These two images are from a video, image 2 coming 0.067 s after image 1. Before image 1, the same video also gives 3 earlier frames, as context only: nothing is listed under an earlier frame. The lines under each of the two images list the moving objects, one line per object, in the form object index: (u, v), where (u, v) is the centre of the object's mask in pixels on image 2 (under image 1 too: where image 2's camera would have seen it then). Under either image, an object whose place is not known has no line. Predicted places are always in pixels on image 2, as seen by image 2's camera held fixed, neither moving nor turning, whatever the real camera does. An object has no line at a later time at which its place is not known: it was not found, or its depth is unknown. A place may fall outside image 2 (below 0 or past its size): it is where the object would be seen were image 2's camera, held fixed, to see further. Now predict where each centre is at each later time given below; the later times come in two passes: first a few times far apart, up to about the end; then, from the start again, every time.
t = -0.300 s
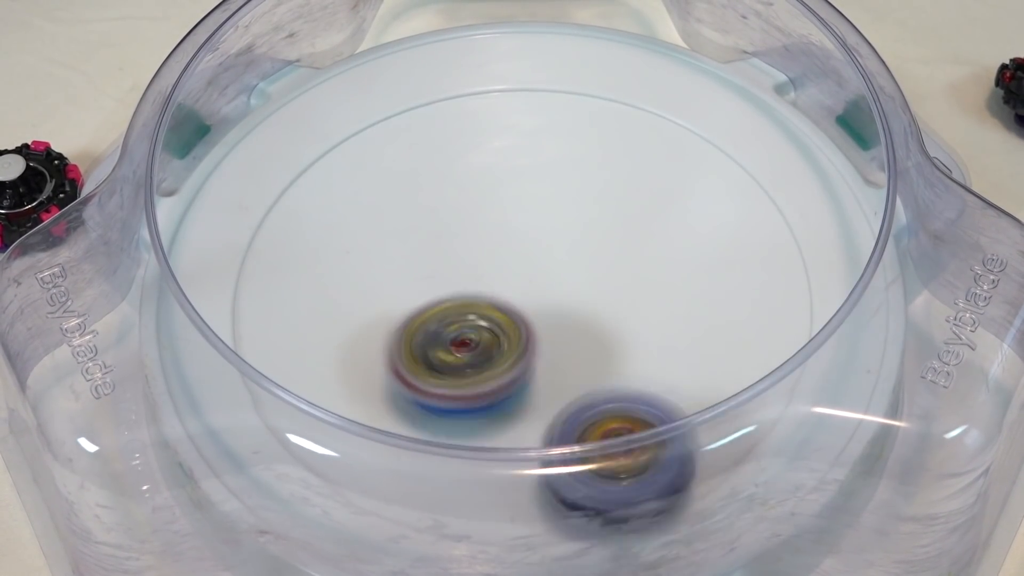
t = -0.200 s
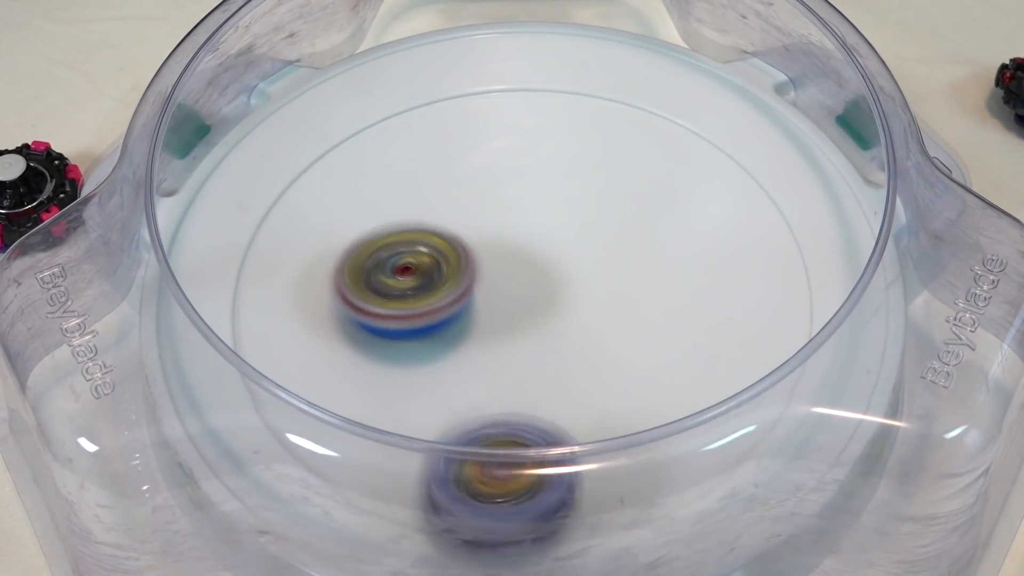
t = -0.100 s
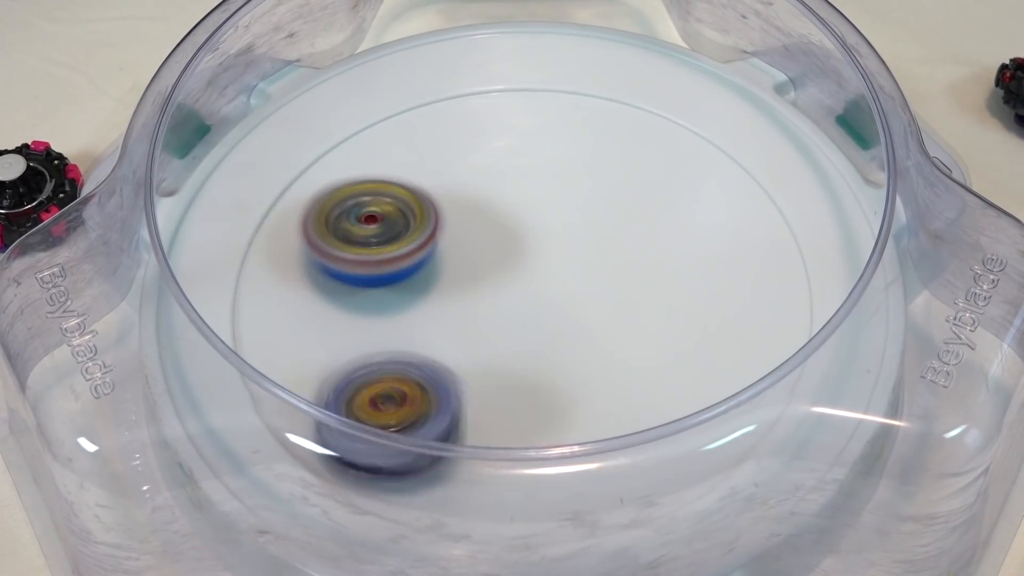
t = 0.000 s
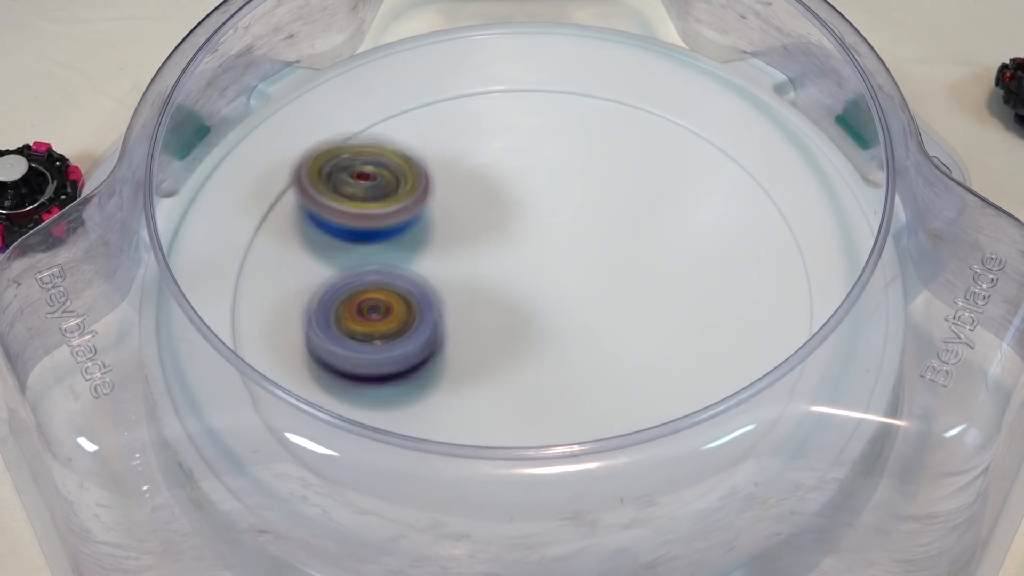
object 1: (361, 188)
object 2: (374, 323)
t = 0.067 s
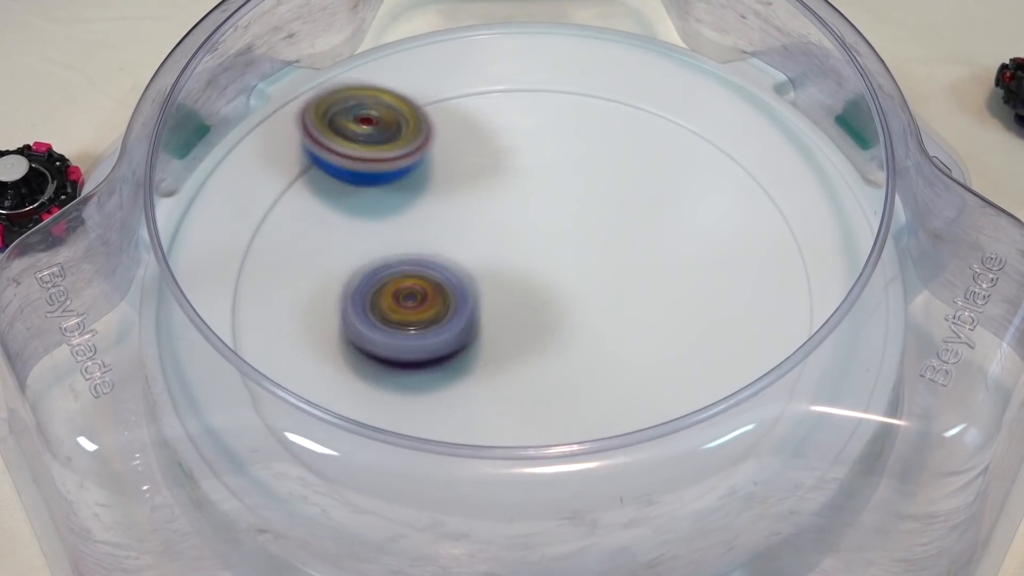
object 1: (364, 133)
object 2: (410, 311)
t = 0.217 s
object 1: (401, 94)
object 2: (570, 264)
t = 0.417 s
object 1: (465, 211)
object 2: (699, 353)
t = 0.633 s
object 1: (496, 342)
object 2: (521, 473)
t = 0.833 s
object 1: (466, 135)
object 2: (385, 399)
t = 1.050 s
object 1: (378, 118)
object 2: (522, 253)
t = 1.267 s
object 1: (413, 282)
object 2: (717, 292)
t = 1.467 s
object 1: (654, 293)
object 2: (697, 412)
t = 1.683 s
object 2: (455, 362)
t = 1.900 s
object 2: (458, 198)
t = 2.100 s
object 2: (345, 230)
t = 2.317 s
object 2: (381, 148)
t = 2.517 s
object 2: (537, 201)
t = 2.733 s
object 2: (496, 373)
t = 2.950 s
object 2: (308, 366)
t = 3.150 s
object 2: (339, 249)
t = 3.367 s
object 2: (535, 267)
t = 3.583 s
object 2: (705, 238)
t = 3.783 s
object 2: (772, 293)
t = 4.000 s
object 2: (637, 341)
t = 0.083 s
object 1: (367, 123)
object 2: (422, 305)
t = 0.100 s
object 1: (369, 112)
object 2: (437, 298)
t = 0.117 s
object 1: (371, 105)
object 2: (454, 291)
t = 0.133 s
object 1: (375, 99)
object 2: (473, 283)
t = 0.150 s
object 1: (379, 95)
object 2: (491, 276)
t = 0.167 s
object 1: (383, 91)
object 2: (510, 271)
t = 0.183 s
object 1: (389, 91)
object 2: (530, 267)
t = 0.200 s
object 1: (395, 91)
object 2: (550, 264)
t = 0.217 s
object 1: (401, 94)
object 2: (570, 264)
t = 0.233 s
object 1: (407, 98)
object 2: (589, 266)
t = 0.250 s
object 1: (413, 103)
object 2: (608, 269)
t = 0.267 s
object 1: (419, 110)
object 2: (625, 273)
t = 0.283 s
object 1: (425, 117)
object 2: (640, 278)
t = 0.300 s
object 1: (431, 127)
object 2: (653, 285)
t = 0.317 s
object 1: (436, 135)
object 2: (665, 292)
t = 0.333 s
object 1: (441, 146)
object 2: (675, 300)
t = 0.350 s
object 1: (447, 160)
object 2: (683, 310)
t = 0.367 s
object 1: (451, 170)
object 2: (690, 321)
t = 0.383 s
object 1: (457, 186)
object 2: (696, 332)
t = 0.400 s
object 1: (462, 199)
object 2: (699, 344)
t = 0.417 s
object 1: (465, 211)
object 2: (699, 353)
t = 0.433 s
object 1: (470, 230)
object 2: (696, 364)
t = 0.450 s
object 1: (472, 245)
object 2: (698, 384)
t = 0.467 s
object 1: (475, 260)
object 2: (693, 399)
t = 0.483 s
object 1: (477, 270)
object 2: (684, 411)
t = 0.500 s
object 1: (480, 283)
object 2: (672, 421)
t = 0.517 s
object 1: (483, 299)
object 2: (658, 439)
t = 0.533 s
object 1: (485, 306)
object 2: (642, 445)
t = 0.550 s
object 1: (486, 315)
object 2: (623, 455)
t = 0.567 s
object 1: (487, 329)
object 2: (602, 462)
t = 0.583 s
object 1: (490, 335)
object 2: (579, 464)
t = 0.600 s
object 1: (492, 343)
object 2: (558, 463)
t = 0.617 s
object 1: (495, 344)
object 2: (536, 459)
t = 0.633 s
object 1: (496, 342)
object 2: (521, 473)
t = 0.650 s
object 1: (495, 321)
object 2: (508, 492)
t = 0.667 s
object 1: (494, 301)
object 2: (496, 506)
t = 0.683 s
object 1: (494, 284)
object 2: (480, 501)
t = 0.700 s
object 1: (492, 266)
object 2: (471, 485)
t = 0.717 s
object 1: (490, 249)
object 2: (460, 481)
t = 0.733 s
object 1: (488, 230)
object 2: (447, 473)
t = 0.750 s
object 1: (486, 214)
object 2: (436, 462)
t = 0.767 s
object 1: (483, 196)
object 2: (422, 452)
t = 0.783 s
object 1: (479, 179)
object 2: (410, 437)
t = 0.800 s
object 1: (475, 163)
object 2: (398, 426)
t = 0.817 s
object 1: (470, 147)
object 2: (389, 412)
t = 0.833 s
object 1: (466, 135)
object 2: (385, 399)
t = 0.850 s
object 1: (461, 122)
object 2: (385, 382)
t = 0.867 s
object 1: (455, 112)
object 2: (382, 371)
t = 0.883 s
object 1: (448, 102)
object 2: (385, 358)
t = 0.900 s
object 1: (442, 95)
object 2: (391, 344)
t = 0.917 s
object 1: (434, 87)
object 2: (400, 330)
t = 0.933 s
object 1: (427, 84)
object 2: (410, 316)
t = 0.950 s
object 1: (419, 81)
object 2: (421, 304)
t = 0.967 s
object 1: (413, 81)
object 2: (435, 293)
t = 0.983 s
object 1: (405, 84)
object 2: (450, 282)
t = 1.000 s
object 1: (399, 91)
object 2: (466, 273)
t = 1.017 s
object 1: (392, 99)
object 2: (483, 266)
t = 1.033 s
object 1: (385, 108)
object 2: (502, 259)
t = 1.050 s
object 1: (378, 118)
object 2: (522, 253)
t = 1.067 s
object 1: (373, 131)
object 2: (539, 247)
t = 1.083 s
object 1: (368, 144)
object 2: (557, 244)
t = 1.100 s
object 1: (363, 157)
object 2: (574, 242)
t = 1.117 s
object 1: (359, 172)
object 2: (590, 241)
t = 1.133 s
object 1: (357, 185)
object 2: (606, 243)
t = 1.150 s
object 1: (357, 199)
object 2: (622, 246)
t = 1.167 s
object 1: (358, 212)
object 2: (637, 249)
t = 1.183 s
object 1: (361, 224)
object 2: (653, 255)
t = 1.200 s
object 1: (368, 236)
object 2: (668, 261)
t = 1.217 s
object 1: (375, 248)
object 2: (682, 268)
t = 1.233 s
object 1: (386, 260)
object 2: (695, 275)
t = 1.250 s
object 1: (399, 272)
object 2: (707, 283)
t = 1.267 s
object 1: (413, 282)
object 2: (717, 292)
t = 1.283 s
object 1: (429, 291)
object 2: (725, 301)
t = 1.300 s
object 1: (447, 298)
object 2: (731, 310)
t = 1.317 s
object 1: (467, 305)
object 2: (735, 319)
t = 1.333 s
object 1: (488, 310)
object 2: (736, 327)
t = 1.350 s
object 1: (509, 314)
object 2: (735, 336)
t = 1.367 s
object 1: (531, 316)
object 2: (731, 343)
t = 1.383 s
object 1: (553, 316)
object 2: (726, 350)
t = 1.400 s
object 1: (575, 314)
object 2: (731, 368)
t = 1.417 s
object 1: (595, 310)
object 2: (727, 379)
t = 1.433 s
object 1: (616, 306)
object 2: (721, 391)
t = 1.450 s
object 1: (634, 297)
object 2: (710, 402)
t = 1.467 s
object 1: (654, 293)
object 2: (697, 412)
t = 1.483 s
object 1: (669, 285)
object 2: (678, 419)
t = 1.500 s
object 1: (682, 274)
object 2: (659, 425)
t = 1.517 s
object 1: (697, 267)
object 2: (639, 431)
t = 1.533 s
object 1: (709, 261)
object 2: (620, 434)
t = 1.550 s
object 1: (718, 249)
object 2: (594, 433)
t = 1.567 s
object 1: (727, 244)
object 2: (570, 431)
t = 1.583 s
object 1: (731, 228)
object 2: (549, 426)
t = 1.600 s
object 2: (528, 418)
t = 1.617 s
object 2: (509, 408)
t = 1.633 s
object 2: (491, 396)
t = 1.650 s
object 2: (476, 386)
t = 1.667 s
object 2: (464, 375)
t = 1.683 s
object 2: (455, 362)
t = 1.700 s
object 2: (450, 348)
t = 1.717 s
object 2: (445, 334)
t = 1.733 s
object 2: (442, 319)
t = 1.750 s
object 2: (440, 304)
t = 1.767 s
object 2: (442, 289)
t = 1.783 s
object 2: (446, 272)
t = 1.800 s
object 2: (450, 255)
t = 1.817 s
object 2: (455, 238)
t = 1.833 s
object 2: (462, 223)
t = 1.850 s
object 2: (472, 209)
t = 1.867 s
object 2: (481, 196)
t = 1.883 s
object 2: (476, 193)
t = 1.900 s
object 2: (458, 198)
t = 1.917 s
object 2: (440, 203)
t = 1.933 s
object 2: (426, 210)
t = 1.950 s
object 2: (412, 214)
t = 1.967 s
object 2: (399, 218)
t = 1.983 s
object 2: (387, 223)
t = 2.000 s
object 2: (377, 226)
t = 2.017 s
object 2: (370, 227)
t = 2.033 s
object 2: (363, 229)
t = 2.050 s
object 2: (357, 230)
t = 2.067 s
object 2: (351, 231)
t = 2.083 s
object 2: (348, 231)
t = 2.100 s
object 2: (345, 230)
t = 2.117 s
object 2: (343, 228)
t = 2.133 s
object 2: (340, 225)
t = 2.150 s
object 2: (340, 220)
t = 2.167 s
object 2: (342, 215)
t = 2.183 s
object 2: (343, 211)
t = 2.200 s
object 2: (344, 204)
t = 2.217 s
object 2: (346, 198)
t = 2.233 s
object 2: (350, 191)
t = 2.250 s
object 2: (353, 184)
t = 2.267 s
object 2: (357, 175)
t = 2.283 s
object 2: (362, 165)
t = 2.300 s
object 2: (371, 156)
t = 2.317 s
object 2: (381, 148)
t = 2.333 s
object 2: (392, 142)
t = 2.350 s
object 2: (406, 137)
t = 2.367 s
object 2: (422, 136)
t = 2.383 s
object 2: (436, 135)
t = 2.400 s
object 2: (450, 138)
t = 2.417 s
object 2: (466, 143)
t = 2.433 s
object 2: (483, 150)
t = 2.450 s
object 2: (496, 158)
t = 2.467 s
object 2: (507, 167)
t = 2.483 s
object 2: (519, 177)
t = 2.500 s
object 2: (531, 189)
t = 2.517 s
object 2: (537, 201)
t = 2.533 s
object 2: (542, 212)
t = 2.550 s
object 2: (550, 224)
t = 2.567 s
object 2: (553, 239)
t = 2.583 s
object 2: (552, 253)
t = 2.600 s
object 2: (550, 268)
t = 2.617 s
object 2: (549, 284)
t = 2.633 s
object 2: (546, 301)
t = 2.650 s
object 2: (538, 317)
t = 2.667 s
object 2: (531, 328)
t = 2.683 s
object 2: (524, 342)
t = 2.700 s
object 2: (516, 355)
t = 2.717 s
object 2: (505, 365)
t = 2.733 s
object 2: (496, 373)
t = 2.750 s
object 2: (485, 382)
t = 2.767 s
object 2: (472, 385)
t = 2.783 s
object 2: (459, 389)
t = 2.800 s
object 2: (446, 390)
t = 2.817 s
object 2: (430, 390)
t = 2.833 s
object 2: (409, 397)
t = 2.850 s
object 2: (396, 388)
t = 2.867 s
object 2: (380, 385)
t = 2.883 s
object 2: (356, 390)
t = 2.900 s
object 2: (343, 387)
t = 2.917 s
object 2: (330, 381)
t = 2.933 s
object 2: (317, 374)
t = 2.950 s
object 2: (308, 366)
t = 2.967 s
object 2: (306, 350)
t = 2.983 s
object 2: (298, 341)
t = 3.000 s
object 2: (293, 335)
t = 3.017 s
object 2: (288, 325)
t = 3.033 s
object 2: (288, 317)
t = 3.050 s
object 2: (288, 306)
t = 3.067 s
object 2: (291, 294)
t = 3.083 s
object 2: (297, 285)
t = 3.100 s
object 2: (305, 274)
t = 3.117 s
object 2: (315, 264)
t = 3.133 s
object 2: (327, 257)
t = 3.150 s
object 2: (339, 249)
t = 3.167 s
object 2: (355, 243)
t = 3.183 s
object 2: (371, 239)
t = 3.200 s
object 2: (385, 236)
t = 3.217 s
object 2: (401, 235)
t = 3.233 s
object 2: (416, 234)
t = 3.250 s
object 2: (431, 234)
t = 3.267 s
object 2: (448, 237)
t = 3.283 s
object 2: (463, 239)
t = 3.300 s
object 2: (478, 243)
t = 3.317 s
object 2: (493, 249)
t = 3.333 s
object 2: (505, 253)
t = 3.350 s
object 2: (520, 259)
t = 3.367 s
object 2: (535, 267)
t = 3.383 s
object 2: (546, 273)
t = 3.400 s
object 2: (559, 281)
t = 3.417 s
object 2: (573, 289)
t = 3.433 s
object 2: (584, 291)
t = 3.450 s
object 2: (597, 295)
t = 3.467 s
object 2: (607, 298)
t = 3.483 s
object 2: (625, 288)
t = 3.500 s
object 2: (642, 276)
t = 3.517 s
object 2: (657, 264)
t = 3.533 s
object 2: (671, 255)
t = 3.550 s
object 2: (683, 246)
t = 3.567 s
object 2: (695, 242)
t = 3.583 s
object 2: (705, 238)
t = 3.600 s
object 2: (717, 236)
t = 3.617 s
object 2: (728, 235)
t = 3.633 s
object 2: (737, 236)
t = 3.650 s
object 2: (749, 238)
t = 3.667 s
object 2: (758, 241)
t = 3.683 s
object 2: (771, 244)
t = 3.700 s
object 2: (783, 250)
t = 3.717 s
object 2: (791, 254)
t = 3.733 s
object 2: (798, 260)
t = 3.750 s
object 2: (789, 270)
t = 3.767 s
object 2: (783, 282)
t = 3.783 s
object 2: (772, 293)
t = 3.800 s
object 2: (763, 302)
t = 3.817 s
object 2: (756, 312)
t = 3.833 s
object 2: (744, 320)
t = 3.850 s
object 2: (737, 328)
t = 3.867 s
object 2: (726, 336)
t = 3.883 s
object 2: (716, 341)
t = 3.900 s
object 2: (702, 348)
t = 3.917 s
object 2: (691, 351)
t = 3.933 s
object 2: (680, 353)
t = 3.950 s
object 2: (670, 352)
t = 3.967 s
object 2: (658, 351)
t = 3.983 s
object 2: (647, 346)
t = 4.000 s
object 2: (637, 341)
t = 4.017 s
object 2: (627, 335)
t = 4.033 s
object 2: (619, 328)
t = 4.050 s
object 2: (611, 320)
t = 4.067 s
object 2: (605, 312)
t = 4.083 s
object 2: (598, 303)
